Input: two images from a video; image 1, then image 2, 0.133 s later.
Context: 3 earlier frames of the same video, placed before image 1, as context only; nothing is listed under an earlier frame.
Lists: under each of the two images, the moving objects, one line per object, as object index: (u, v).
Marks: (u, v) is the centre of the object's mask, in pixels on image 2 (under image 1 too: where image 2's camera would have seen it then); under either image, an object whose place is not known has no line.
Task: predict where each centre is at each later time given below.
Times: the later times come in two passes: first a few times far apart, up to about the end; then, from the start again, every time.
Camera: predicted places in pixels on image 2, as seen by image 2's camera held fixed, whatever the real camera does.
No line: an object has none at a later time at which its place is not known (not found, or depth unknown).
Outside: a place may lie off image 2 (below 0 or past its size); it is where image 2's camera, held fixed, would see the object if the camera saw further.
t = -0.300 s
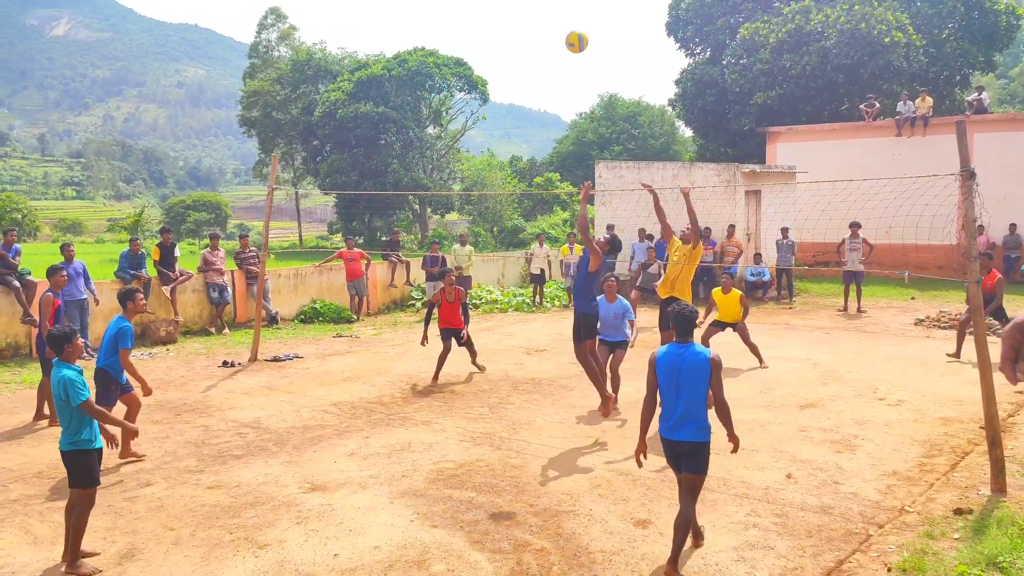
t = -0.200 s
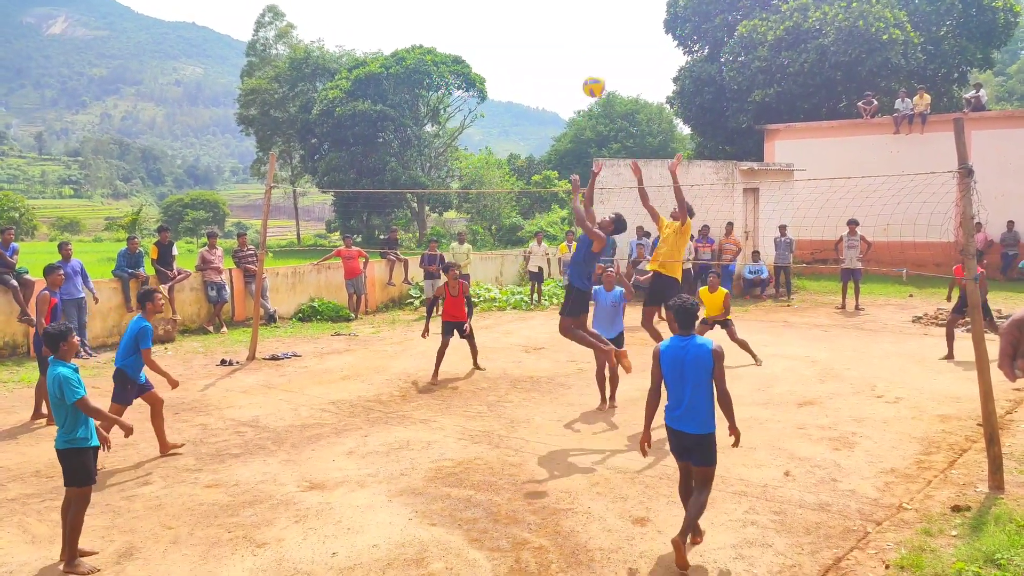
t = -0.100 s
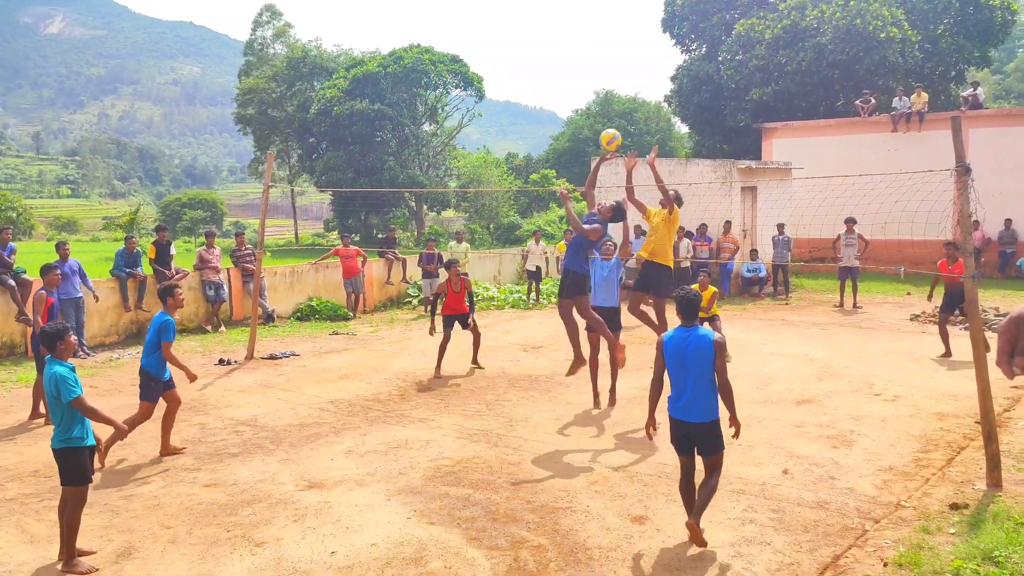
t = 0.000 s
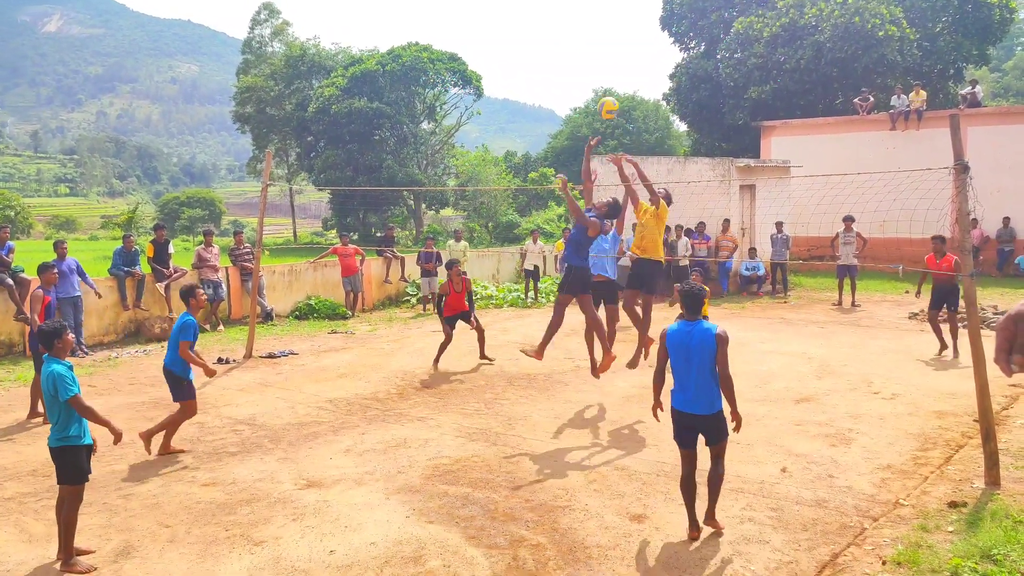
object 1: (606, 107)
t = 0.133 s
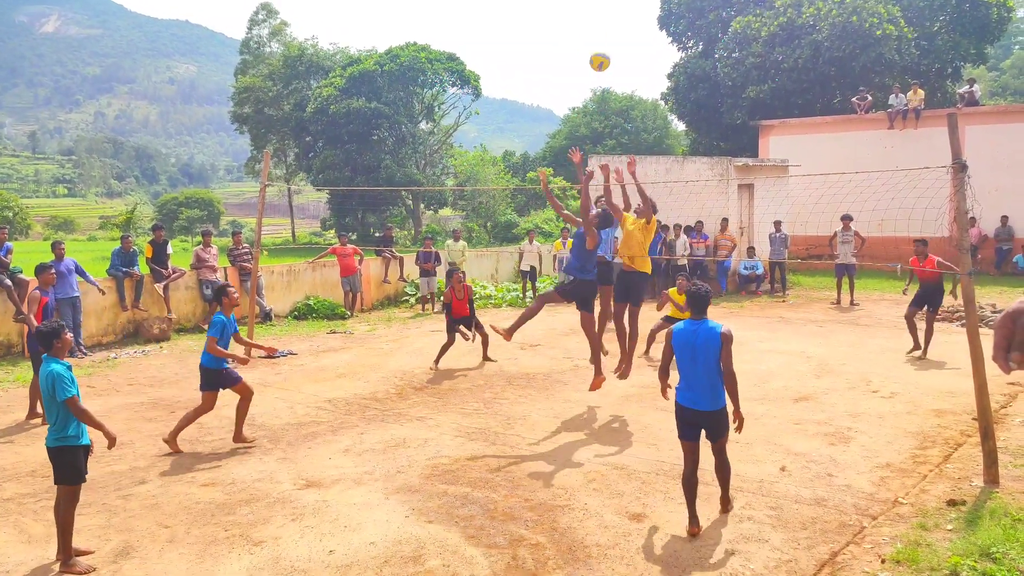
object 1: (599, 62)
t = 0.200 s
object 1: (597, 46)
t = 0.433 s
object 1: (586, 27)
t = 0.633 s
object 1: (579, 50)
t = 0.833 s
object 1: (573, 106)
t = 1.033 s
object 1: (570, 188)
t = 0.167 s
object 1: (598, 53)
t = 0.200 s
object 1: (597, 46)
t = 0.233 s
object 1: (595, 40)
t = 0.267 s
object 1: (594, 35)
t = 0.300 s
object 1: (592, 32)
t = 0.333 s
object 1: (591, 29)
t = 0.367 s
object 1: (589, 27)
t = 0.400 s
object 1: (587, 27)
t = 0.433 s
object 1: (586, 27)
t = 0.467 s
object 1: (585, 28)
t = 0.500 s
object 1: (583, 31)
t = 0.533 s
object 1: (582, 34)
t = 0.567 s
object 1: (581, 39)
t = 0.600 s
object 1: (580, 44)
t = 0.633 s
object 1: (579, 50)
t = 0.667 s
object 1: (578, 57)
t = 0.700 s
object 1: (577, 65)
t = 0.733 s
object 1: (576, 74)
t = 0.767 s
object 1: (575, 84)
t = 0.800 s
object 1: (574, 95)
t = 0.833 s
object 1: (573, 106)
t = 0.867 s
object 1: (573, 118)
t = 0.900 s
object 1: (572, 131)
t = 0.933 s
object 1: (571, 144)
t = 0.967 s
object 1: (570, 158)
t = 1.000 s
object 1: (569, 173)
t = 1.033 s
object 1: (570, 188)
